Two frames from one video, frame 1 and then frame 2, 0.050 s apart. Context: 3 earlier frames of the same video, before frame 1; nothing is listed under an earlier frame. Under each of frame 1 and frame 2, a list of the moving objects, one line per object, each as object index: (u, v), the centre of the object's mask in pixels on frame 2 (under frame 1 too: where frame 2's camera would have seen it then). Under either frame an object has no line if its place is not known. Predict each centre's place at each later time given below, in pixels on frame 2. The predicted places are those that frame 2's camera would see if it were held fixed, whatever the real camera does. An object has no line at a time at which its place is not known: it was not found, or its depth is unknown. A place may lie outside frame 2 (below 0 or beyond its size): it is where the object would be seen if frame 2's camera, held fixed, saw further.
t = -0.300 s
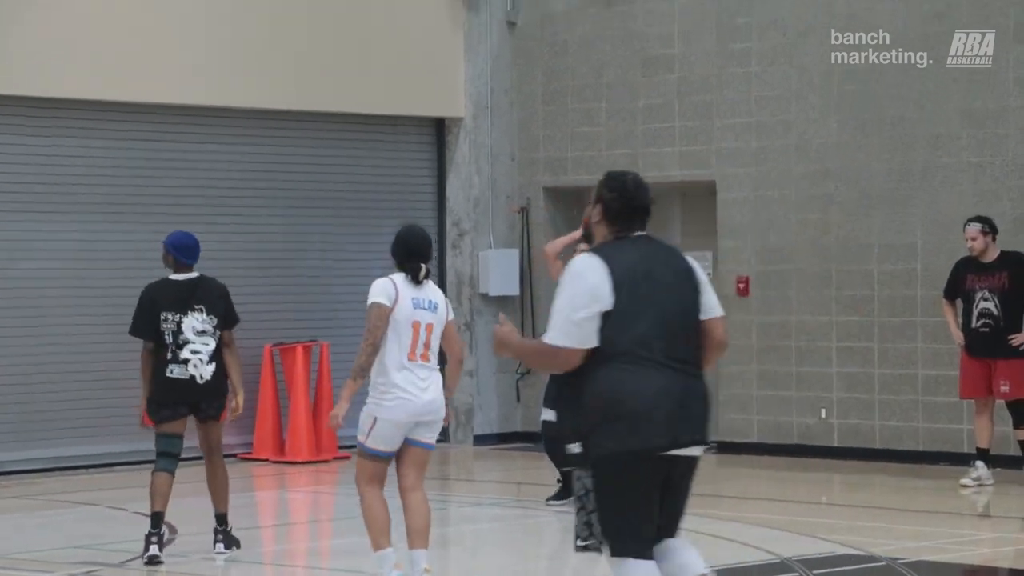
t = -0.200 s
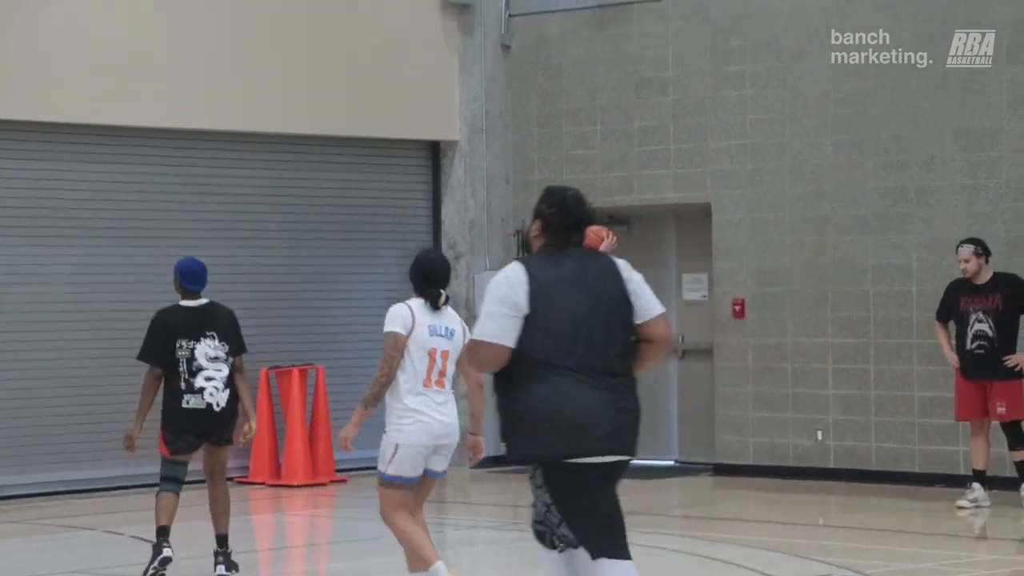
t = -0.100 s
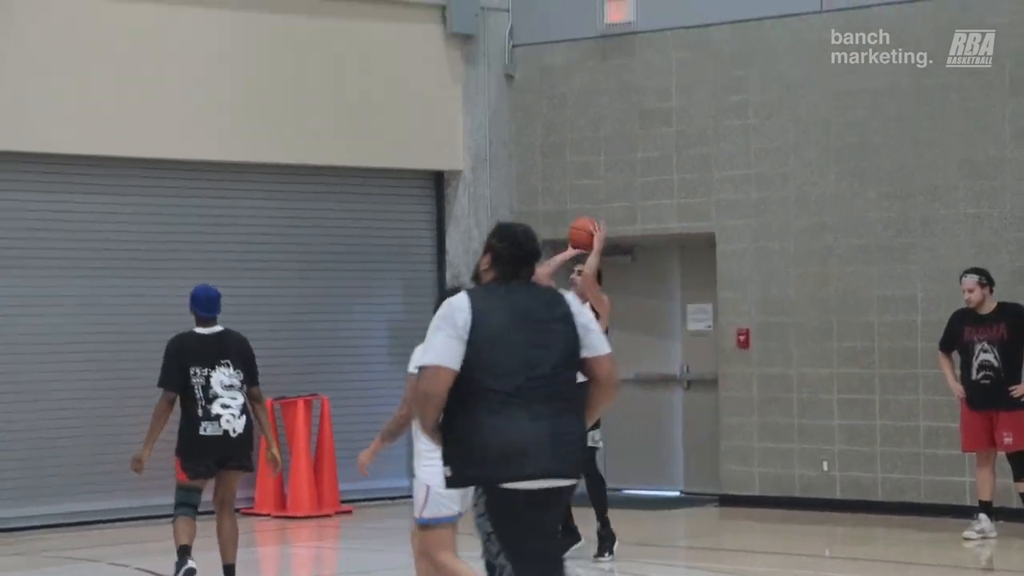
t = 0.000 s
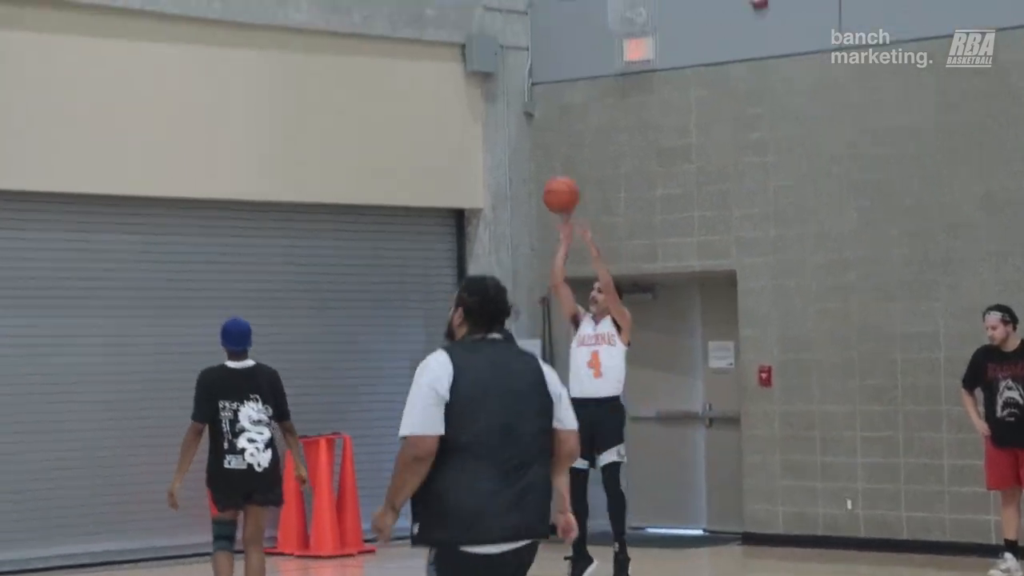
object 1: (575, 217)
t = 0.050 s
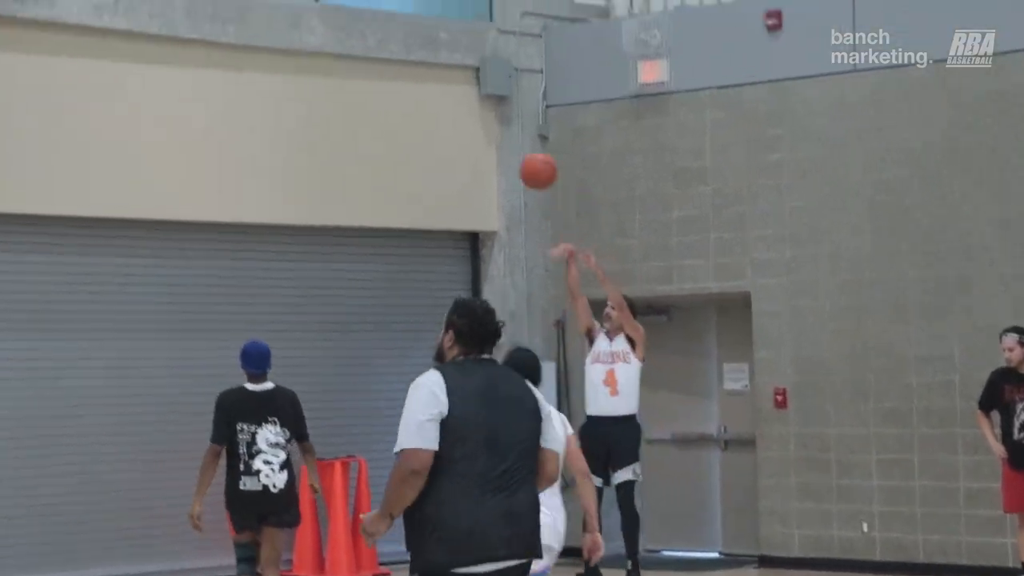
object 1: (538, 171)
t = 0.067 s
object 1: (526, 156)
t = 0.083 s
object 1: (513, 141)
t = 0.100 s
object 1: (500, 127)
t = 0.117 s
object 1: (488, 113)
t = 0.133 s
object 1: (474, 99)
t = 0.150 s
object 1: (462, 86)
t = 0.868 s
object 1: (-194, -106)
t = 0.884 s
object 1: (-213, -99)
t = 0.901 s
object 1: (-231, -92)
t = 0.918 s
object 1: (-250, -84)
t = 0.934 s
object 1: (-269, -76)
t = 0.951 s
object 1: (-289, -67)
